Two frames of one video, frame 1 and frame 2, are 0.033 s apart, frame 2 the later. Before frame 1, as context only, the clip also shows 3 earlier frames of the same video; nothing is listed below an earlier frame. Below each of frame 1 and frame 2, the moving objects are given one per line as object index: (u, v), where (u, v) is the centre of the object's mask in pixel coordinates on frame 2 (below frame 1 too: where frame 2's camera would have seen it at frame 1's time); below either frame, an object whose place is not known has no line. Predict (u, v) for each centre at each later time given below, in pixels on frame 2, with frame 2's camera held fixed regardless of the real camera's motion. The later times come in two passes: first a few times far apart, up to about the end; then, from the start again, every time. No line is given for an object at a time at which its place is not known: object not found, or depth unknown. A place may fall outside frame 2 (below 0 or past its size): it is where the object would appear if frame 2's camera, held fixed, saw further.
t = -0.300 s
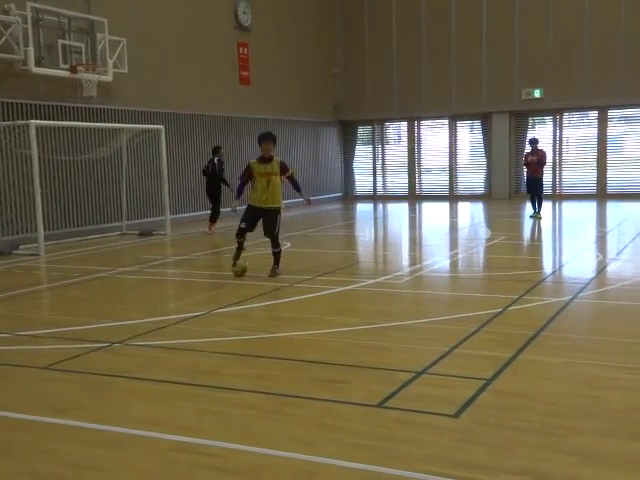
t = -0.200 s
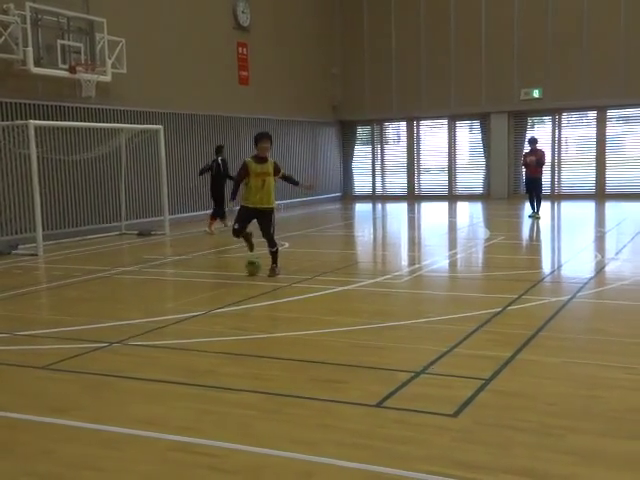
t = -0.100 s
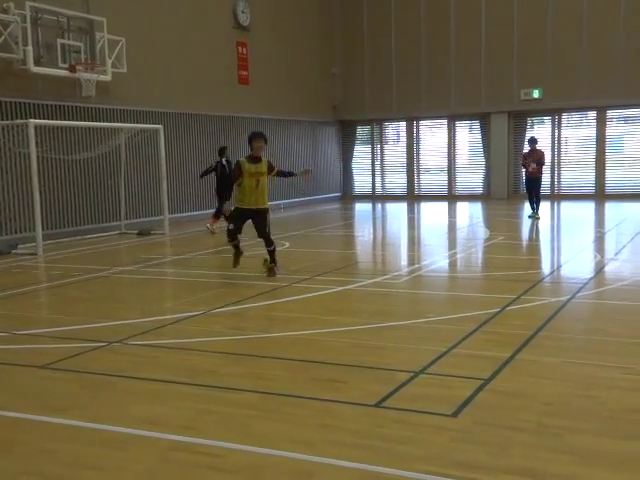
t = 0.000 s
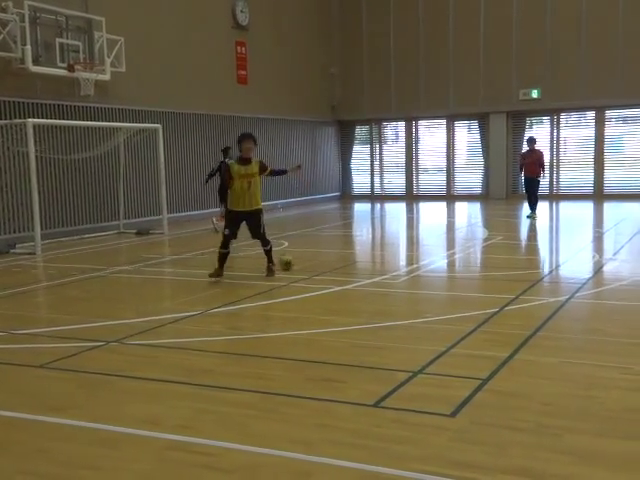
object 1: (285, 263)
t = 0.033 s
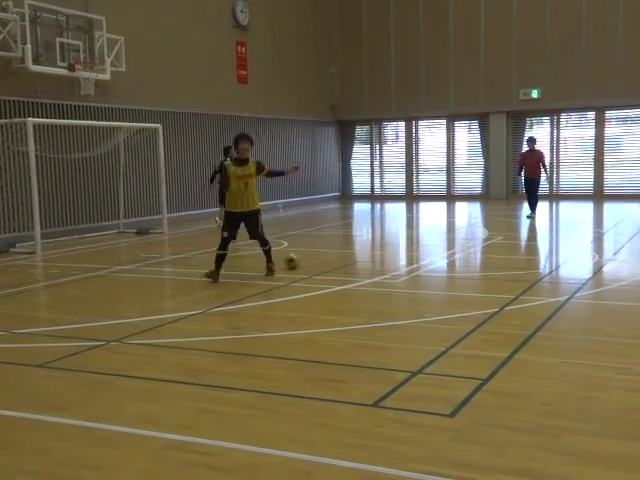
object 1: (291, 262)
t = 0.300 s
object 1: (334, 257)
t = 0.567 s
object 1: (374, 255)
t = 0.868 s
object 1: (416, 251)
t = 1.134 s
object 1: (451, 246)
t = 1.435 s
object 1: (487, 243)
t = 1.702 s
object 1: (517, 241)
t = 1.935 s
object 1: (542, 238)
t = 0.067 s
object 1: (297, 261)
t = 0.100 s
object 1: (302, 262)
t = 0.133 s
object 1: (308, 260)
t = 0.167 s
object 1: (313, 260)
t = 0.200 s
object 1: (319, 259)
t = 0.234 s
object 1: (323, 259)
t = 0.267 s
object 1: (329, 258)
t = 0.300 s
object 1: (334, 257)
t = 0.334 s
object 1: (340, 258)
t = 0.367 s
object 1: (344, 258)
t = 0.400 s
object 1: (350, 256)
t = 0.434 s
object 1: (355, 255)
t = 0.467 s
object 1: (360, 254)
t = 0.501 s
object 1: (364, 254)
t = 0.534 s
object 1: (370, 254)
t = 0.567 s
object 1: (374, 255)
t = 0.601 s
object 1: (379, 254)
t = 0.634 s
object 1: (384, 252)
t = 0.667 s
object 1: (388, 252)
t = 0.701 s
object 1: (393, 251)
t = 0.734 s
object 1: (398, 251)
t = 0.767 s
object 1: (402, 251)
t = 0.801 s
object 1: (407, 251)
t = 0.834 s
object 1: (411, 250)
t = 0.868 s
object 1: (416, 251)
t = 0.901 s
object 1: (420, 249)
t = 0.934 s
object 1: (425, 249)
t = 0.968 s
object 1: (430, 248)
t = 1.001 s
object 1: (434, 248)
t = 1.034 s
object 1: (438, 248)
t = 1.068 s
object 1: (443, 247)
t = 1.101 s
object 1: (447, 247)
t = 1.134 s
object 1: (451, 246)
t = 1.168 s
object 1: (455, 247)
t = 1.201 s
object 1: (459, 246)
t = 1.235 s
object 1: (463, 245)
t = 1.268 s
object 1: (468, 245)
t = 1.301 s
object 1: (472, 245)
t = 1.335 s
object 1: (475, 245)
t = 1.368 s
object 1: (479, 244)
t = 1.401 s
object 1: (483, 244)
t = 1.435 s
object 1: (487, 243)
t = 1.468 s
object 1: (491, 243)
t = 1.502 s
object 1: (495, 243)
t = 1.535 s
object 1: (499, 243)
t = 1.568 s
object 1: (503, 242)
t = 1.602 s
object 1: (506, 241)
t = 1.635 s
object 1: (510, 242)
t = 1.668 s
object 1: (513, 241)
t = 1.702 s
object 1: (517, 241)
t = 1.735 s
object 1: (521, 239)
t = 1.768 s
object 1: (524, 239)
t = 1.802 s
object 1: (528, 239)
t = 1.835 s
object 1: (532, 239)
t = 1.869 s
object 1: (535, 238)
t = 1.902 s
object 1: (539, 238)
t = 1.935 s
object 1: (542, 238)
